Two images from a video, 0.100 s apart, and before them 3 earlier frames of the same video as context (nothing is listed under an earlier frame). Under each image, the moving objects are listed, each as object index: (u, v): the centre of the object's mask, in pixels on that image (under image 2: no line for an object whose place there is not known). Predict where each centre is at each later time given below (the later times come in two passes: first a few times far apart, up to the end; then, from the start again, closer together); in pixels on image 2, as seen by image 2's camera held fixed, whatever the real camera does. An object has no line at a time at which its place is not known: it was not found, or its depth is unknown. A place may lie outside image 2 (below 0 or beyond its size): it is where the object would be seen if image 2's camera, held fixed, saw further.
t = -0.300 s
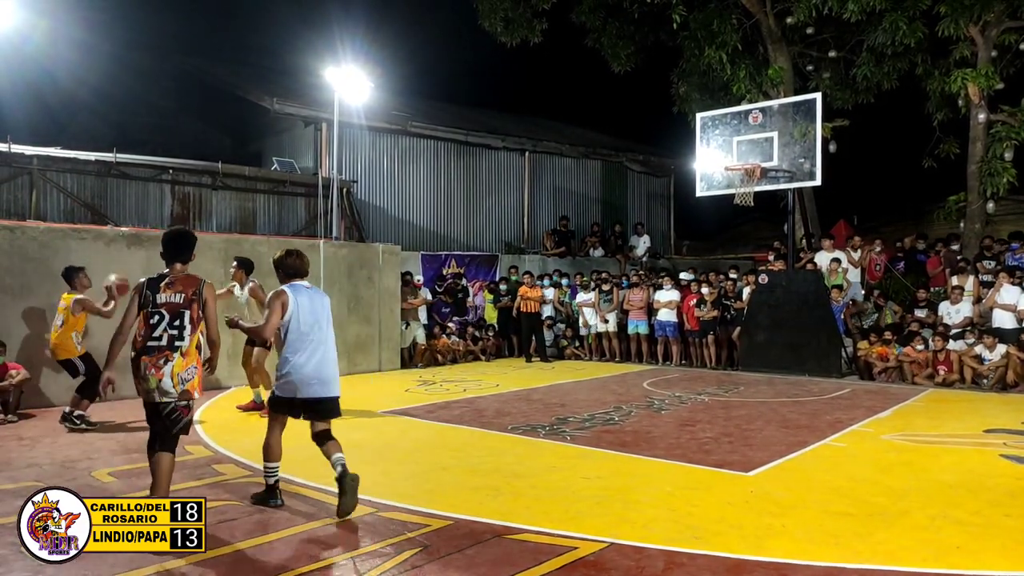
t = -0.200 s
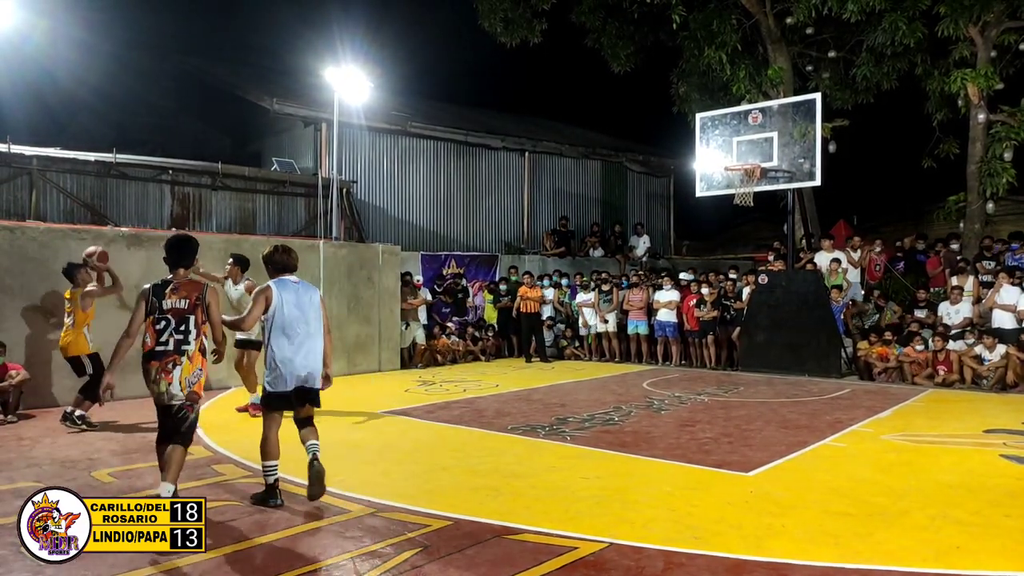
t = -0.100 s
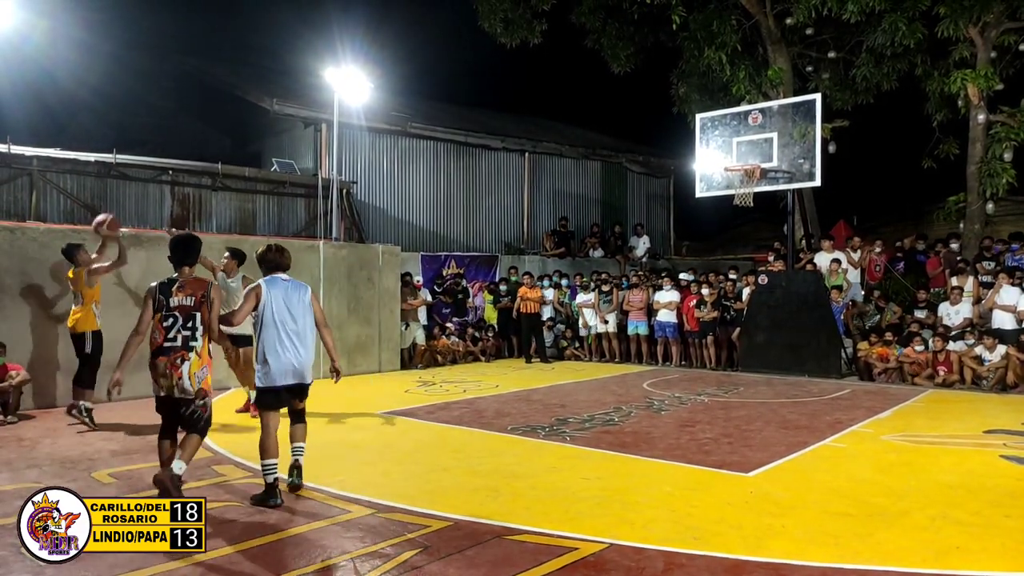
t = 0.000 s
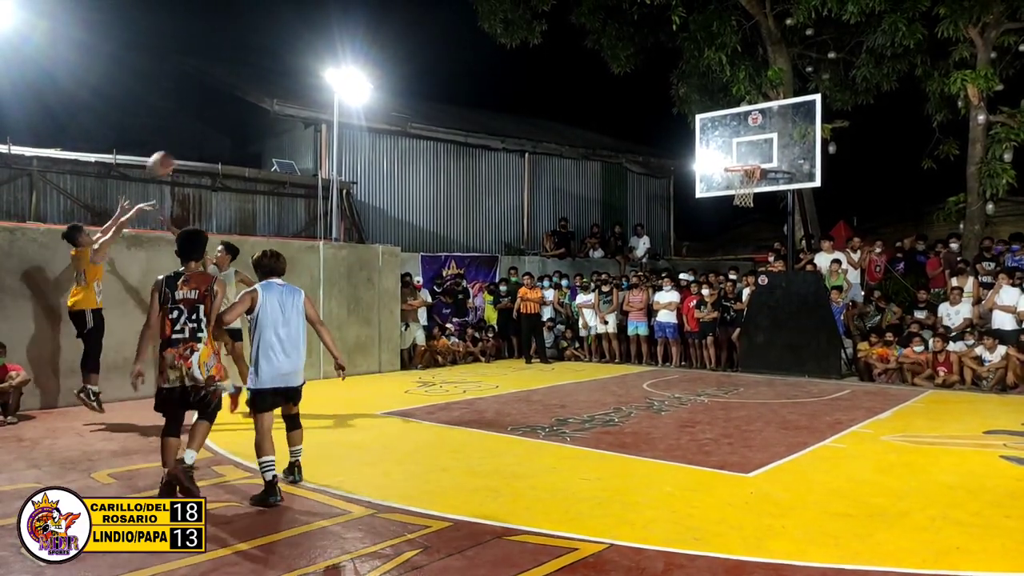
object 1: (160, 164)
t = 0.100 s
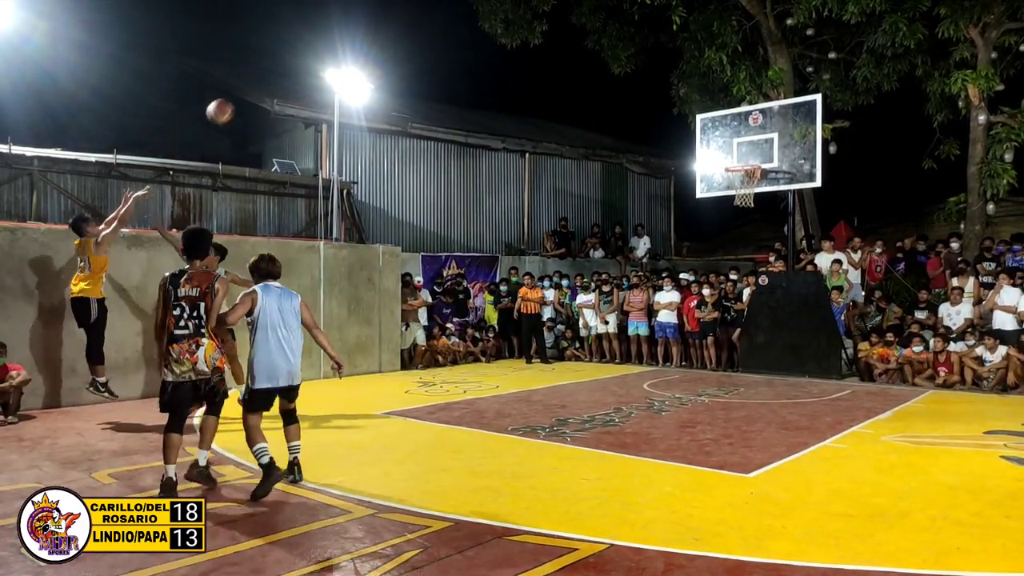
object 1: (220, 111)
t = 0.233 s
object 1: (291, 58)
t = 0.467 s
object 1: (407, 9)
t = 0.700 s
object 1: (509, 6)
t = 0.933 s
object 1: (598, 41)
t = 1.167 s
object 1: (680, 113)
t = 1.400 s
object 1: (697, 155)
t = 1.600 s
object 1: (656, 158)
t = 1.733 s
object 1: (630, 174)
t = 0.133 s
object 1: (238, 96)
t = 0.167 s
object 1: (256, 82)
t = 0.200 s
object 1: (275, 70)
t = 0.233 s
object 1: (291, 58)
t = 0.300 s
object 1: (326, 39)
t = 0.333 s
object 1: (343, 31)
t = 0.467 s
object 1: (407, 9)
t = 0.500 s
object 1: (422, 7)
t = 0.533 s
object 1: (437, 6)
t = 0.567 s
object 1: (452, 5)
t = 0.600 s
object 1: (466, 5)
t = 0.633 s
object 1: (481, 5)
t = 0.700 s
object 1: (509, 6)
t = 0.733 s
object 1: (522, 8)
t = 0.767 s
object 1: (536, 11)
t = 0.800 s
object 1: (548, 15)
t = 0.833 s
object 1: (561, 21)
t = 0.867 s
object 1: (574, 27)
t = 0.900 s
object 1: (586, 34)
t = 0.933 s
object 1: (598, 41)
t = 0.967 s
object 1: (611, 50)
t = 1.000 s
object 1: (622, 59)
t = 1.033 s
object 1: (635, 68)
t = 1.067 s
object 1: (646, 78)
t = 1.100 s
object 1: (658, 89)
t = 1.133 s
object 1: (669, 101)
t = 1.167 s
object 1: (680, 113)
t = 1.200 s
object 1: (690, 126)
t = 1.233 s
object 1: (701, 139)
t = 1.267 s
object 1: (713, 152)
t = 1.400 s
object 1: (697, 155)
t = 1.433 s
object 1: (690, 154)
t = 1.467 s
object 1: (684, 153)
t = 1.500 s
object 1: (677, 154)
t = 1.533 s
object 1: (670, 155)
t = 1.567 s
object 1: (663, 156)
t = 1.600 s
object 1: (656, 158)
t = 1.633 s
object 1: (650, 161)
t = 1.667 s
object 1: (643, 165)
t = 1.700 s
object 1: (637, 169)
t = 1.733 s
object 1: (630, 174)
